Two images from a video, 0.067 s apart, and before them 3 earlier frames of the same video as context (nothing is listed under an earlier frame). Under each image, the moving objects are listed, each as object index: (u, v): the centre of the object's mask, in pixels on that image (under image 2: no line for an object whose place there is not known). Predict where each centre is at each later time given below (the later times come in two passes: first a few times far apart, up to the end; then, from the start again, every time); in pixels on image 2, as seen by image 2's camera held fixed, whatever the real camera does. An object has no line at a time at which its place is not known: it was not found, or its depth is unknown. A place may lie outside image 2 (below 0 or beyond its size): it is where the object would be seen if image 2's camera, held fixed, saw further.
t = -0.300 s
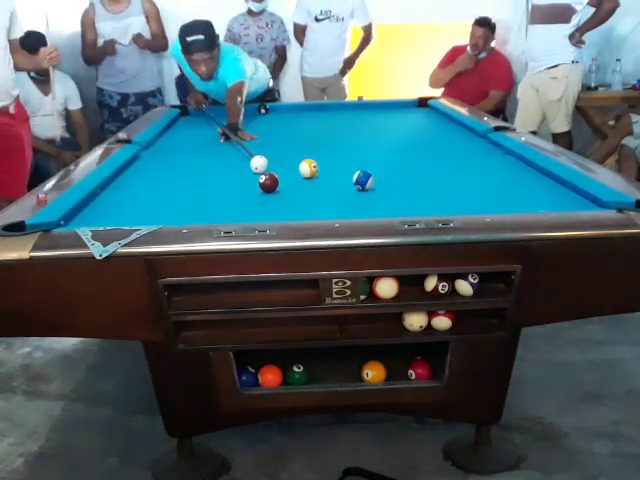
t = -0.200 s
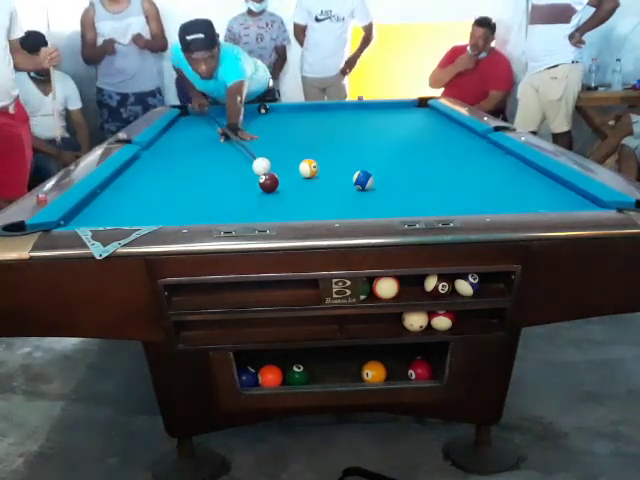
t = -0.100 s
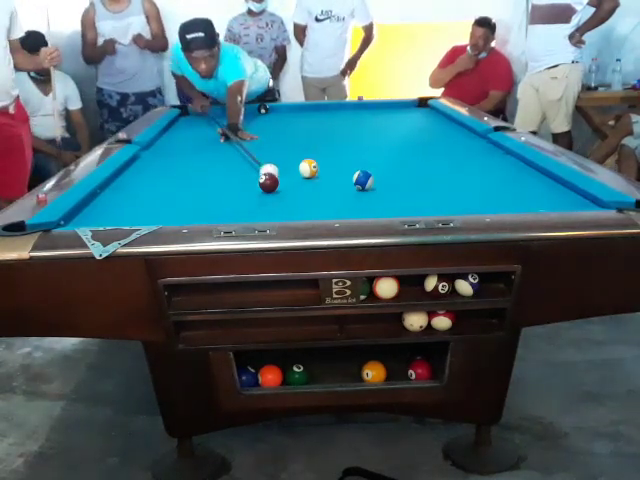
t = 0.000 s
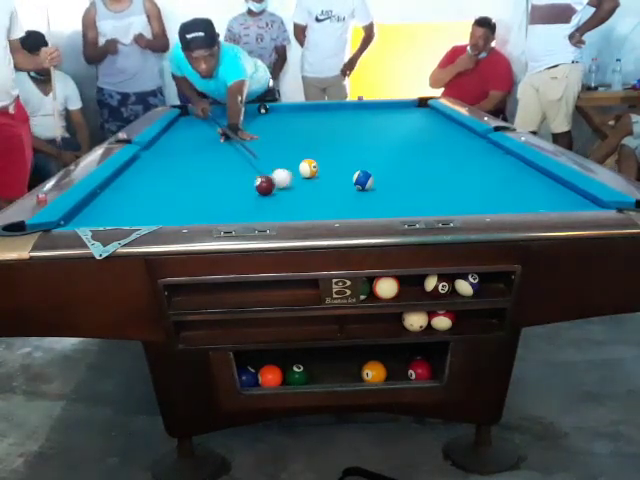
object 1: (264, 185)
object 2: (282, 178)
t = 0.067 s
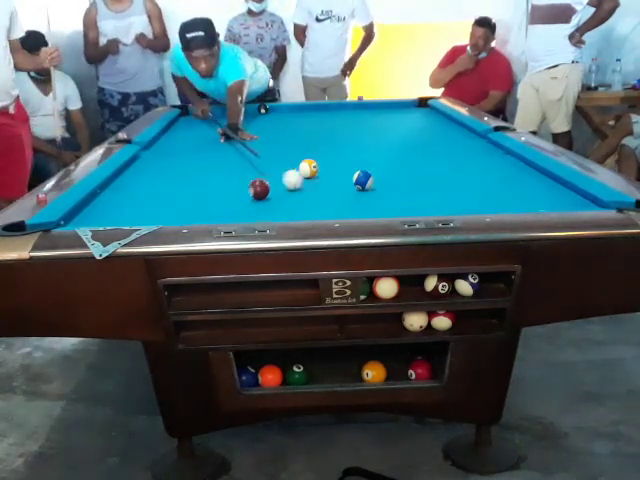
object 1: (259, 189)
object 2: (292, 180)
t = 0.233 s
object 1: (246, 199)
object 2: (321, 183)
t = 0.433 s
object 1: (229, 210)
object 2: (355, 188)
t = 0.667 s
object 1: (212, 215)
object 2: (398, 194)
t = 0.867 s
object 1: (208, 211)
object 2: (435, 198)
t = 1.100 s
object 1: (204, 204)
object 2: (480, 202)
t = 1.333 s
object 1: (201, 197)
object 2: (527, 205)
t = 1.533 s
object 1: (198, 191)
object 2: (543, 203)
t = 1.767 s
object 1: (196, 186)
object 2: (559, 199)
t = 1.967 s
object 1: (195, 181)
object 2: (571, 197)
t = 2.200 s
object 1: (193, 177)
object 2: (572, 194)
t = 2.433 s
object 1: (191, 173)
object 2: (556, 192)
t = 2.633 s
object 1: (191, 170)
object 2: (546, 190)
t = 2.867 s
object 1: (190, 167)
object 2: (535, 188)
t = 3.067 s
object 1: (189, 165)
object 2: (527, 187)
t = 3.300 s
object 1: (190, 163)
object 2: (520, 186)
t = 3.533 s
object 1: (189, 160)
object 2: (515, 185)
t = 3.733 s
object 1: (188, 159)
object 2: (512, 185)
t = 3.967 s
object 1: (188, 158)
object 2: (511, 184)
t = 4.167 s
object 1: (188, 156)
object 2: (510, 184)
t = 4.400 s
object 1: (188, 155)
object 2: (511, 184)
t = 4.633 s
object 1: (189, 154)
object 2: (511, 184)
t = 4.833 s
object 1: (188, 154)
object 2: (511, 184)
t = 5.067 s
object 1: (188, 153)
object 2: (511, 184)
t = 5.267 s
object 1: (187, 153)
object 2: (511, 184)
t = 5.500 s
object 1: (187, 153)
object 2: (511, 184)
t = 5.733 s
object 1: (188, 154)
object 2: (510, 184)
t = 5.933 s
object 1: (188, 153)
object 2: (510, 184)
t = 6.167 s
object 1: (188, 153)
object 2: (510, 184)
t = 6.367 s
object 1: (188, 153)
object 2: (511, 185)
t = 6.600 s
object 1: (188, 153)
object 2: (511, 185)
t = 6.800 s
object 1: (188, 153)
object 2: (511, 185)
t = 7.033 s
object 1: (188, 153)
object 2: (511, 185)
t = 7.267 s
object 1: (188, 153)
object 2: (510, 185)
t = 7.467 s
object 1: (188, 153)
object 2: (510, 185)
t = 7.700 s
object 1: (188, 153)
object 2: (511, 185)
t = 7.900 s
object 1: (188, 153)
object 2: (510, 185)
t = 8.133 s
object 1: (188, 154)
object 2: (511, 185)
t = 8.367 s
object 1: (188, 154)
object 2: (510, 185)
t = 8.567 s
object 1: (188, 154)
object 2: (511, 185)
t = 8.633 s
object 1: (188, 154)
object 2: (511, 185)
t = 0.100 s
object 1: (257, 191)
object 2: (298, 180)
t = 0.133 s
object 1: (254, 192)
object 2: (303, 181)
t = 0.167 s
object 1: (251, 195)
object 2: (309, 182)
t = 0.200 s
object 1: (249, 196)
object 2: (315, 183)
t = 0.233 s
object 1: (246, 199)
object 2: (321, 183)
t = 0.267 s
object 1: (243, 200)
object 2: (326, 184)
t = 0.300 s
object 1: (241, 202)
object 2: (332, 185)
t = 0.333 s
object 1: (238, 204)
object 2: (338, 186)
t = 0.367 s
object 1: (235, 206)
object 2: (344, 186)
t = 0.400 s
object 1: (232, 209)
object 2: (349, 187)
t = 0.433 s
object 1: (229, 210)
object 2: (355, 188)
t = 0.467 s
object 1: (226, 211)
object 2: (361, 188)
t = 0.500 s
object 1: (223, 212)
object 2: (367, 190)
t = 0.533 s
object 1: (220, 214)
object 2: (373, 190)
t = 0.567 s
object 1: (217, 215)
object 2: (379, 191)
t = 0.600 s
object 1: (214, 216)
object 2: (386, 192)
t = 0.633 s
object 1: (212, 216)
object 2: (392, 193)
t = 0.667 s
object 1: (212, 215)
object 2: (398, 194)
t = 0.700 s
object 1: (211, 215)
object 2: (404, 194)
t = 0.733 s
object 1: (210, 214)
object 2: (410, 195)
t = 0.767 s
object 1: (210, 213)
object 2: (416, 196)
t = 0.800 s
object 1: (209, 212)
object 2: (422, 197)
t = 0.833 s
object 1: (208, 212)
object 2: (429, 198)
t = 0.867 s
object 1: (208, 211)
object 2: (435, 198)
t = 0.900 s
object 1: (207, 211)
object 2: (442, 199)
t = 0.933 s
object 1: (207, 210)
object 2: (448, 200)
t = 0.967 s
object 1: (206, 208)
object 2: (455, 200)
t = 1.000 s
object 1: (206, 208)
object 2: (461, 201)
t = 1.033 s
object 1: (205, 206)
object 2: (467, 201)
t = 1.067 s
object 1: (204, 205)
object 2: (474, 202)
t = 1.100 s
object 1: (204, 204)
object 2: (480, 202)
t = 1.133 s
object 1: (204, 203)
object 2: (487, 203)
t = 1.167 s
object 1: (203, 202)
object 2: (493, 203)
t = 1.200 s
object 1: (202, 201)
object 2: (500, 204)
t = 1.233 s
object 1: (202, 200)
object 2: (507, 204)
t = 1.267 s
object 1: (201, 199)
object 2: (514, 205)
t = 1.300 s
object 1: (201, 198)
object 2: (520, 205)
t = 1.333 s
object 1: (201, 197)
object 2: (527, 205)
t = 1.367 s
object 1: (200, 196)
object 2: (532, 205)
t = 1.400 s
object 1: (200, 195)
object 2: (534, 205)
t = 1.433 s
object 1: (199, 194)
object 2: (536, 204)
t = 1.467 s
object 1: (199, 193)
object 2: (539, 204)
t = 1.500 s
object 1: (199, 192)
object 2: (541, 204)
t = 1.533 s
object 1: (198, 191)
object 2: (543, 203)
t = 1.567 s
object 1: (198, 191)
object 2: (546, 203)
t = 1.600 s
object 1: (198, 190)
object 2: (548, 202)
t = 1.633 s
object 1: (197, 189)
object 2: (550, 202)
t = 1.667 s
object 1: (197, 188)
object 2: (552, 201)
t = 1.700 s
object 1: (197, 187)
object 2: (554, 201)
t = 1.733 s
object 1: (196, 186)
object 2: (557, 200)
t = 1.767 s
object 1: (196, 186)
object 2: (559, 199)
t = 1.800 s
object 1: (196, 185)
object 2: (561, 199)
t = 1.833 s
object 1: (196, 184)
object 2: (563, 199)
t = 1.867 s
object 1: (195, 184)
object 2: (565, 198)
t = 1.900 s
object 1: (195, 183)
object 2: (567, 198)
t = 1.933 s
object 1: (195, 182)
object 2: (569, 197)
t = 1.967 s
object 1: (195, 181)
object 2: (571, 197)
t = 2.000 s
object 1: (194, 181)
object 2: (572, 196)
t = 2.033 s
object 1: (193, 180)
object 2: (574, 196)
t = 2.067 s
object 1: (193, 180)
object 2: (576, 195)
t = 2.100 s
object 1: (193, 179)
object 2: (577, 195)
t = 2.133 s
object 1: (193, 179)
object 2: (576, 194)
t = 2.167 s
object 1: (193, 178)
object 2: (574, 194)
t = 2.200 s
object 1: (193, 177)
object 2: (572, 194)
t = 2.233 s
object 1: (192, 177)
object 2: (569, 193)
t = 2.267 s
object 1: (192, 176)
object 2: (567, 193)
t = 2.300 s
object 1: (192, 175)
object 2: (564, 193)
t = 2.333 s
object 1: (191, 175)
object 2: (563, 193)
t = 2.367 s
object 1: (191, 174)
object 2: (561, 192)
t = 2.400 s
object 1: (191, 174)
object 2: (559, 192)
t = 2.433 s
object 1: (191, 173)
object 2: (556, 192)
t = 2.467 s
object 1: (191, 173)
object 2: (554, 191)
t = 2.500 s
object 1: (191, 172)
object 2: (552, 191)
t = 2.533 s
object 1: (191, 172)
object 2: (551, 191)
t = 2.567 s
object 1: (190, 172)
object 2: (549, 190)
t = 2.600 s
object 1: (191, 171)
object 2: (547, 190)
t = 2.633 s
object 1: (191, 170)
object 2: (546, 190)
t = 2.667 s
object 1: (190, 170)
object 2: (544, 190)
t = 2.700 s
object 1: (190, 169)
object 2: (542, 189)
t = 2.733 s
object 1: (190, 169)
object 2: (541, 189)
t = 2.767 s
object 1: (190, 169)
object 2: (539, 189)
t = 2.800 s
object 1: (190, 168)
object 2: (538, 189)
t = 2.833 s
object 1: (190, 168)
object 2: (536, 189)
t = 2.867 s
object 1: (190, 167)
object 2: (535, 188)
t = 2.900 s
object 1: (190, 167)
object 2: (533, 188)
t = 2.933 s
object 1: (190, 167)
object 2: (532, 188)
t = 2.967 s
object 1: (190, 166)
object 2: (531, 188)
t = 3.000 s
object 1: (190, 166)
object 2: (530, 187)
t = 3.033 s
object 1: (190, 165)
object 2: (529, 187)
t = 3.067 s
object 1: (189, 165)
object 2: (527, 187)
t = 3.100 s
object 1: (189, 164)
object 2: (526, 187)
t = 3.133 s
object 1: (189, 164)
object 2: (525, 187)
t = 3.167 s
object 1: (189, 164)
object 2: (524, 187)
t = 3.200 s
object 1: (189, 163)
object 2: (523, 186)
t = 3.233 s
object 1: (190, 163)
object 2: (522, 186)
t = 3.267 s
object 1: (190, 163)
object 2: (521, 186)
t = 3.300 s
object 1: (190, 163)
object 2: (520, 186)
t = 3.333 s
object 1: (189, 162)
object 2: (520, 186)
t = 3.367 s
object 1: (189, 162)
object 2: (519, 186)
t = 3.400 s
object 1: (189, 161)
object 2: (518, 186)
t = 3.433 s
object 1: (189, 161)
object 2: (517, 186)
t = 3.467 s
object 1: (189, 161)
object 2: (517, 186)
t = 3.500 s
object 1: (189, 161)
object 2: (516, 185)
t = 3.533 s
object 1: (189, 160)
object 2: (515, 185)
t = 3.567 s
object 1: (189, 160)
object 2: (514, 185)
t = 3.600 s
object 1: (189, 160)
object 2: (514, 185)
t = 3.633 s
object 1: (189, 160)
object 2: (514, 185)
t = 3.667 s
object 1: (189, 159)
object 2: (513, 185)
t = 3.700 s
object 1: (189, 159)
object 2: (512, 185)
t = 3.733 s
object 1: (188, 159)
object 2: (512, 185)
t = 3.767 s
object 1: (189, 159)
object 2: (512, 185)
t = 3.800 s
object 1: (188, 159)
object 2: (511, 185)
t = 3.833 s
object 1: (188, 158)
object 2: (511, 185)
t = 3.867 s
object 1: (188, 159)
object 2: (511, 185)
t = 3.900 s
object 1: (188, 158)
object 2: (511, 184)
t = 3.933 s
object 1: (189, 158)
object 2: (510, 184)
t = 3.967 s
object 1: (188, 158)
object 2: (511, 184)
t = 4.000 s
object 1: (188, 158)
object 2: (510, 184)
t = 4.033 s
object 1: (188, 158)
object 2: (510, 184)
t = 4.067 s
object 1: (188, 157)
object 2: (511, 184)
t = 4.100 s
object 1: (188, 156)
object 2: (511, 184)
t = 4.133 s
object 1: (188, 157)
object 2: (511, 184)
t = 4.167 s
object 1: (188, 156)
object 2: (510, 184)
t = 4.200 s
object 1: (188, 156)
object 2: (511, 184)
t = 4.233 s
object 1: (188, 156)
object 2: (510, 184)
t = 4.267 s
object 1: (188, 156)
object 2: (511, 184)
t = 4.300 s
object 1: (188, 156)
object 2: (510, 184)
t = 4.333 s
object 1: (188, 156)
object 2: (511, 184)
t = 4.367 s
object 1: (188, 155)
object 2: (511, 184)
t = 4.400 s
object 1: (188, 155)
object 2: (511, 184)
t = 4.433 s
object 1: (188, 155)
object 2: (511, 184)
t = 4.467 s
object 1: (188, 155)
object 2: (511, 184)
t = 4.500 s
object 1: (188, 155)
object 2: (510, 184)
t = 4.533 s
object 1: (188, 155)
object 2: (510, 184)
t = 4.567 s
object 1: (188, 155)
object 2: (510, 184)
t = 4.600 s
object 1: (188, 155)
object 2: (511, 184)
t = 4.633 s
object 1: (189, 154)
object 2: (511, 184)
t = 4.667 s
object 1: (189, 154)
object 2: (511, 184)
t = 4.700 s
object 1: (188, 154)
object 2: (511, 184)
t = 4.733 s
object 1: (189, 154)
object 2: (510, 184)
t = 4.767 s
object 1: (188, 154)
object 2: (511, 184)
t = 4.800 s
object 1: (188, 154)
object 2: (511, 184)
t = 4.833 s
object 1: (188, 154)
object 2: (511, 184)
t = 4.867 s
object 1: (188, 154)
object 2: (511, 184)
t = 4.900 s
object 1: (188, 154)
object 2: (511, 184)
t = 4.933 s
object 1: (188, 154)
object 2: (511, 184)
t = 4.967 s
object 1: (188, 154)
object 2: (511, 184)
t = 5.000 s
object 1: (188, 154)
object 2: (511, 184)
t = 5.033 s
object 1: (188, 154)
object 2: (511, 184)
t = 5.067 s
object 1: (188, 153)
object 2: (511, 184)
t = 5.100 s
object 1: (188, 153)
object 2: (511, 184)
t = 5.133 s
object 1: (188, 153)
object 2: (511, 184)
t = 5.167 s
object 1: (188, 153)
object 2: (511, 184)
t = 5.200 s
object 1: (188, 153)
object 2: (511, 184)
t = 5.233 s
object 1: (187, 153)
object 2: (511, 184)
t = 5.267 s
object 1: (187, 153)
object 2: (511, 184)
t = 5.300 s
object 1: (187, 153)
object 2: (511, 184)
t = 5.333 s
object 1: (187, 153)
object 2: (511, 184)
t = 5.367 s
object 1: (187, 153)
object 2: (511, 184)
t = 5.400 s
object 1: (187, 153)
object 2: (511, 184)
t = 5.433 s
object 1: (187, 153)
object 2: (511, 184)
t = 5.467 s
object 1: (187, 153)
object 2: (511, 184)
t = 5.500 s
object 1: (187, 153)
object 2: (511, 184)
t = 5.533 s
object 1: (187, 153)
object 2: (510, 184)
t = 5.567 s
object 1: (188, 153)
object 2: (510, 184)
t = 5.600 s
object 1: (188, 154)
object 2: (511, 184)
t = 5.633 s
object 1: (188, 153)
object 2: (511, 184)
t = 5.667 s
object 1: (188, 153)
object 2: (510, 184)
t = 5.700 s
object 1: (188, 153)
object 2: (511, 184)
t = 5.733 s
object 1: (188, 154)
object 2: (510, 184)
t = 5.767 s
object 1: (188, 154)
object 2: (511, 184)
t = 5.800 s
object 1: (188, 153)
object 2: (511, 184)
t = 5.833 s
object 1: (188, 153)
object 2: (511, 184)
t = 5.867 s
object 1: (188, 153)
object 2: (511, 184)
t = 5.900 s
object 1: (188, 153)
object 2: (510, 184)
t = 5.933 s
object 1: (188, 153)
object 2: (510, 184)
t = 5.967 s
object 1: (188, 153)
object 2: (511, 184)
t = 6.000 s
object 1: (188, 153)
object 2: (511, 184)
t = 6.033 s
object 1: (188, 153)
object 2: (510, 184)
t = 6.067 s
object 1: (188, 153)
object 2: (510, 184)
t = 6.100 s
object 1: (188, 154)
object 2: (511, 184)
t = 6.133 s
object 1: (188, 154)
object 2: (511, 184)
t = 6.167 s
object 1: (188, 153)
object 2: (510, 184)
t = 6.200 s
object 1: (188, 153)
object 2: (511, 184)
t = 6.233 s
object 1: (188, 153)
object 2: (511, 184)
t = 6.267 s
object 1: (188, 153)
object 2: (511, 184)
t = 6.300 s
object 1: (188, 153)
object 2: (511, 184)
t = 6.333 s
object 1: (188, 153)
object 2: (511, 185)
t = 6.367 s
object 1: (188, 153)
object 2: (511, 185)
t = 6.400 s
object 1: (188, 153)
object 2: (511, 185)
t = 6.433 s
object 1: (188, 153)
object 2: (511, 185)
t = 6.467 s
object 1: (188, 153)
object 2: (511, 185)
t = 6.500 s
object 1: (188, 153)
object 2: (511, 185)
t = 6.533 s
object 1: (188, 153)
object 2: (511, 185)
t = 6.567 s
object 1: (188, 153)
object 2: (511, 185)
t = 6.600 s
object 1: (188, 153)
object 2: (511, 185)
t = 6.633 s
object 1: (188, 153)
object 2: (511, 184)
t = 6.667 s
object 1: (188, 153)
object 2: (510, 185)
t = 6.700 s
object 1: (188, 153)
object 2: (511, 184)
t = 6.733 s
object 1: (188, 153)
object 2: (511, 185)
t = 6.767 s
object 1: (188, 153)
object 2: (511, 185)
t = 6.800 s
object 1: (188, 153)
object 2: (511, 185)
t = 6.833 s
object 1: (188, 153)
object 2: (510, 185)
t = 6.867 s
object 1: (188, 153)
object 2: (511, 185)
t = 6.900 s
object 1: (188, 153)
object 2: (511, 185)
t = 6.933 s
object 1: (188, 153)
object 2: (511, 185)
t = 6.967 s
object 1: (188, 153)
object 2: (511, 185)
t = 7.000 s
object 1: (188, 153)
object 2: (511, 185)
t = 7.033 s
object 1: (188, 153)
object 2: (511, 185)
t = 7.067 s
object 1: (188, 153)
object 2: (511, 185)
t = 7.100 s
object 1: (188, 153)
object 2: (510, 185)
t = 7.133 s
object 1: (188, 153)
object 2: (511, 185)
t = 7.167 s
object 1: (188, 154)
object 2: (511, 185)
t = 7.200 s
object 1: (188, 153)
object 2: (511, 185)
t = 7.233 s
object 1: (188, 153)
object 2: (510, 185)
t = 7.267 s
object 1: (188, 153)
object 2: (510, 185)
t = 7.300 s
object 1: (188, 153)
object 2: (511, 185)
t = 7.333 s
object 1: (188, 153)
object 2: (511, 185)
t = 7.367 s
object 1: (188, 153)
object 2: (511, 184)
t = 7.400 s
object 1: (188, 153)
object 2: (511, 184)
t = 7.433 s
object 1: (188, 153)
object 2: (510, 185)
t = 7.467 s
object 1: (188, 153)
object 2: (510, 185)
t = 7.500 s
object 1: (188, 153)
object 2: (511, 185)
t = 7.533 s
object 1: (188, 153)
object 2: (511, 185)
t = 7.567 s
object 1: (188, 153)
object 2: (510, 185)
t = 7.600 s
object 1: (188, 153)
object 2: (510, 185)
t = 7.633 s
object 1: (188, 154)
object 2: (511, 185)
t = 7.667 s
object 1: (188, 154)
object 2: (511, 185)
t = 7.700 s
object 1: (188, 153)
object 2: (511, 185)
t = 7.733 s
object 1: (188, 153)
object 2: (511, 184)
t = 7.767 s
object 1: (188, 153)
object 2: (511, 184)
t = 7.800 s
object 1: (188, 153)
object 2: (510, 185)
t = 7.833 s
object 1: (188, 153)
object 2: (511, 185)
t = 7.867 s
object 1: (188, 153)
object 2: (511, 185)
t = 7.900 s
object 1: (188, 153)
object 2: (510, 185)
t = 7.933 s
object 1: (188, 153)
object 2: (510, 185)
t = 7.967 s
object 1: (188, 153)
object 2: (510, 185)
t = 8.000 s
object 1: (188, 153)
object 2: (510, 185)
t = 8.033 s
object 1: (188, 154)
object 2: (510, 185)
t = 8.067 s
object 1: (188, 154)
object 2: (511, 185)
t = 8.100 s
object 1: (188, 154)
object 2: (511, 185)
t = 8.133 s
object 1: (188, 154)
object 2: (511, 185)
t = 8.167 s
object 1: (188, 154)
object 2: (511, 185)
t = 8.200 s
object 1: (188, 153)
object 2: (511, 185)
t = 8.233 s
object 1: (188, 154)
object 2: (510, 185)
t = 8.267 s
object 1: (188, 154)
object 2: (511, 185)
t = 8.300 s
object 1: (188, 154)
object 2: (510, 185)
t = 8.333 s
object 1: (188, 154)
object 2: (511, 185)
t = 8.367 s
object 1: (188, 154)
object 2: (510, 185)
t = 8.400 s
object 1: (188, 154)
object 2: (511, 185)
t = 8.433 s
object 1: (188, 153)
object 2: (511, 185)
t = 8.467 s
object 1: (188, 153)
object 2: (511, 185)
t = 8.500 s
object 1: (188, 153)
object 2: (511, 185)
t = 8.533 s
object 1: (188, 154)
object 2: (510, 185)
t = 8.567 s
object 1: (188, 154)
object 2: (511, 185)
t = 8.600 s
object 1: (188, 154)
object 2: (511, 184)
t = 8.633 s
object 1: (188, 154)
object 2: (511, 185)
